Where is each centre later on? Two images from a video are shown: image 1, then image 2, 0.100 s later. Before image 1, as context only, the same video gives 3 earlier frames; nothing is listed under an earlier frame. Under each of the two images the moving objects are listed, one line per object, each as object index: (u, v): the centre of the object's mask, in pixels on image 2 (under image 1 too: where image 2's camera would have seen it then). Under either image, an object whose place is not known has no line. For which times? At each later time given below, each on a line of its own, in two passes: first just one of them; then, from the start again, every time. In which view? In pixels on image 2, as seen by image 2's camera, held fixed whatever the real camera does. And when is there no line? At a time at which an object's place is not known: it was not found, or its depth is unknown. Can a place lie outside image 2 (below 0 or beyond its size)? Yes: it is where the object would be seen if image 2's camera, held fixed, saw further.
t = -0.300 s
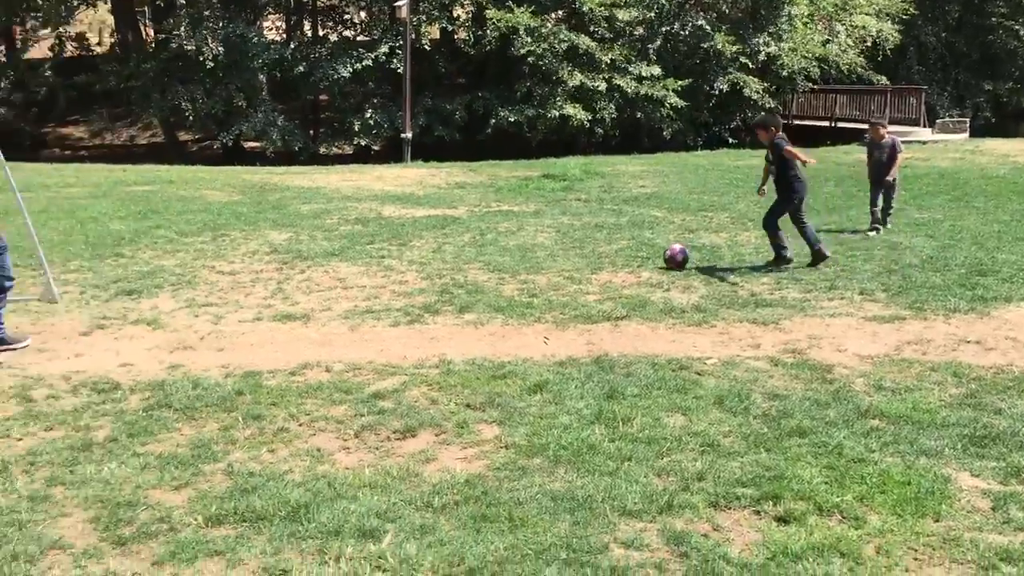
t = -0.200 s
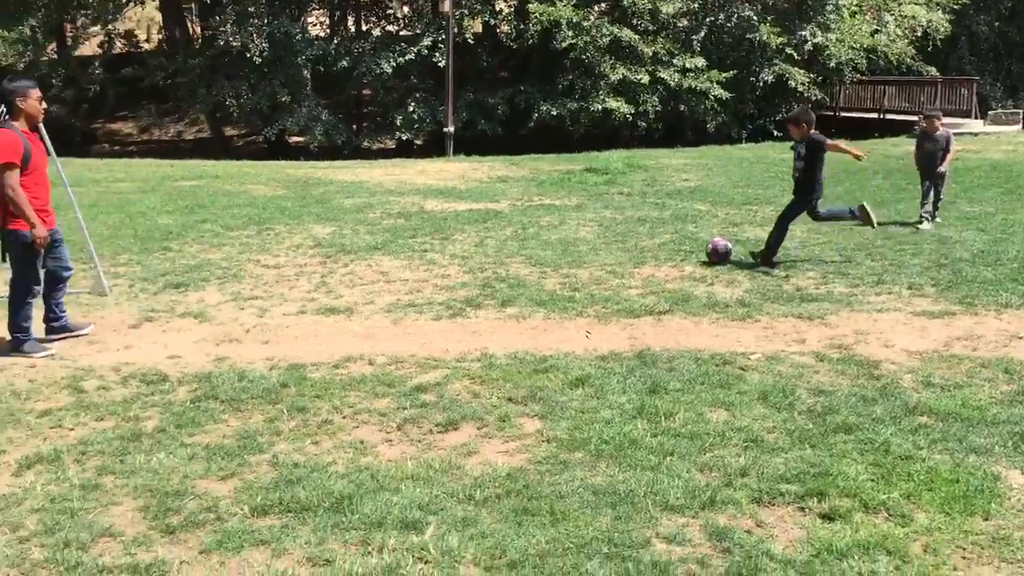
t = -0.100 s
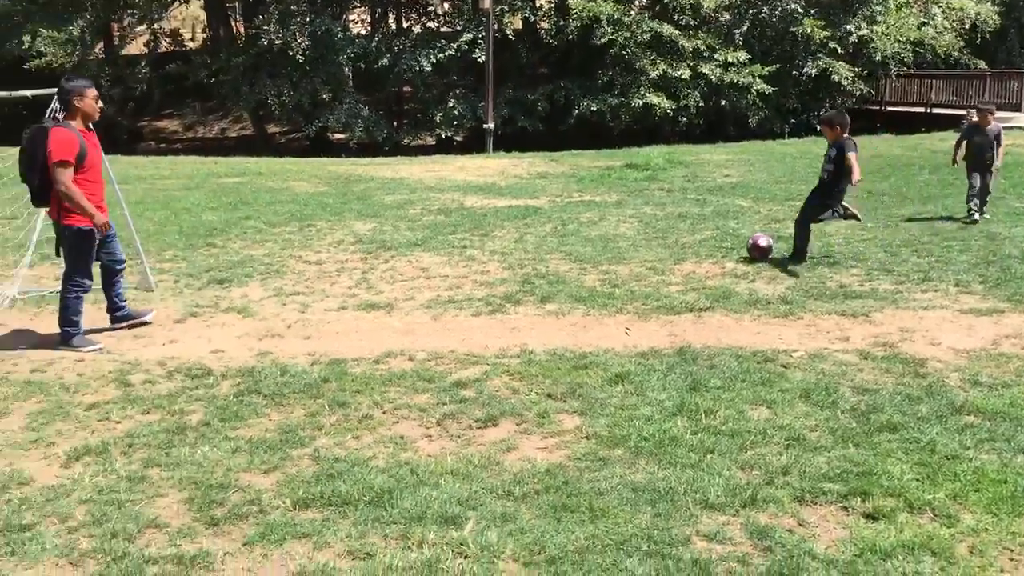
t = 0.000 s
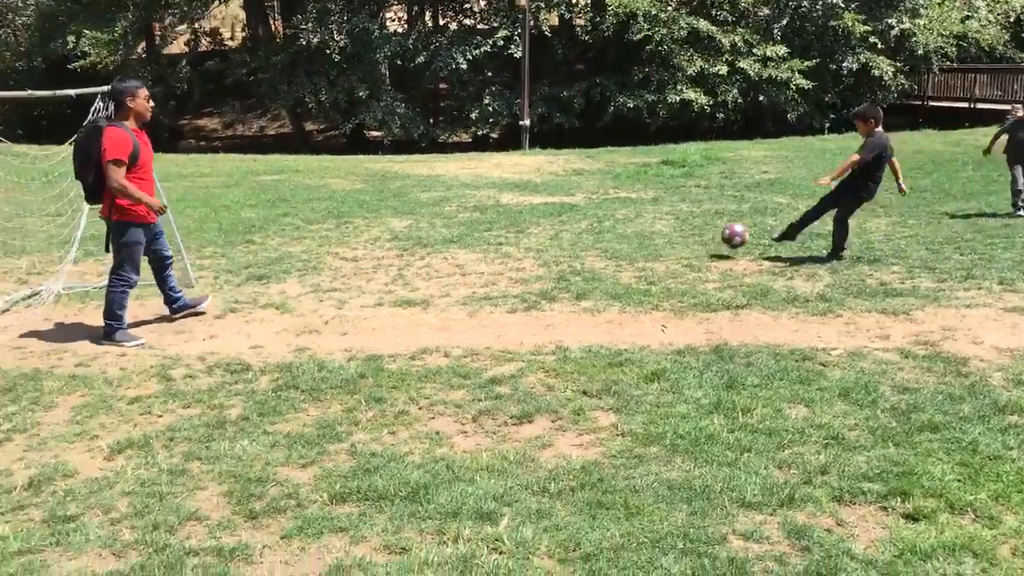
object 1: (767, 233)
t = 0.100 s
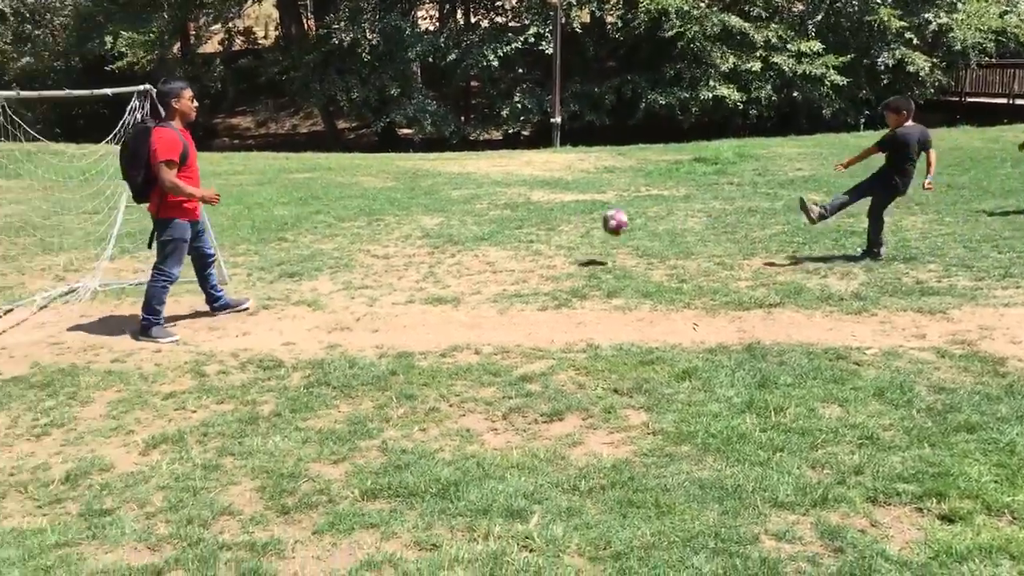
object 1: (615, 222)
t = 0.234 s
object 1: (413, 229)
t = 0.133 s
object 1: (565, 221)
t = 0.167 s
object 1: (514, 222)
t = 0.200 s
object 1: (463, 224)
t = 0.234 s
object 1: (413, 229)
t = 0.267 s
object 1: (362, 233)
